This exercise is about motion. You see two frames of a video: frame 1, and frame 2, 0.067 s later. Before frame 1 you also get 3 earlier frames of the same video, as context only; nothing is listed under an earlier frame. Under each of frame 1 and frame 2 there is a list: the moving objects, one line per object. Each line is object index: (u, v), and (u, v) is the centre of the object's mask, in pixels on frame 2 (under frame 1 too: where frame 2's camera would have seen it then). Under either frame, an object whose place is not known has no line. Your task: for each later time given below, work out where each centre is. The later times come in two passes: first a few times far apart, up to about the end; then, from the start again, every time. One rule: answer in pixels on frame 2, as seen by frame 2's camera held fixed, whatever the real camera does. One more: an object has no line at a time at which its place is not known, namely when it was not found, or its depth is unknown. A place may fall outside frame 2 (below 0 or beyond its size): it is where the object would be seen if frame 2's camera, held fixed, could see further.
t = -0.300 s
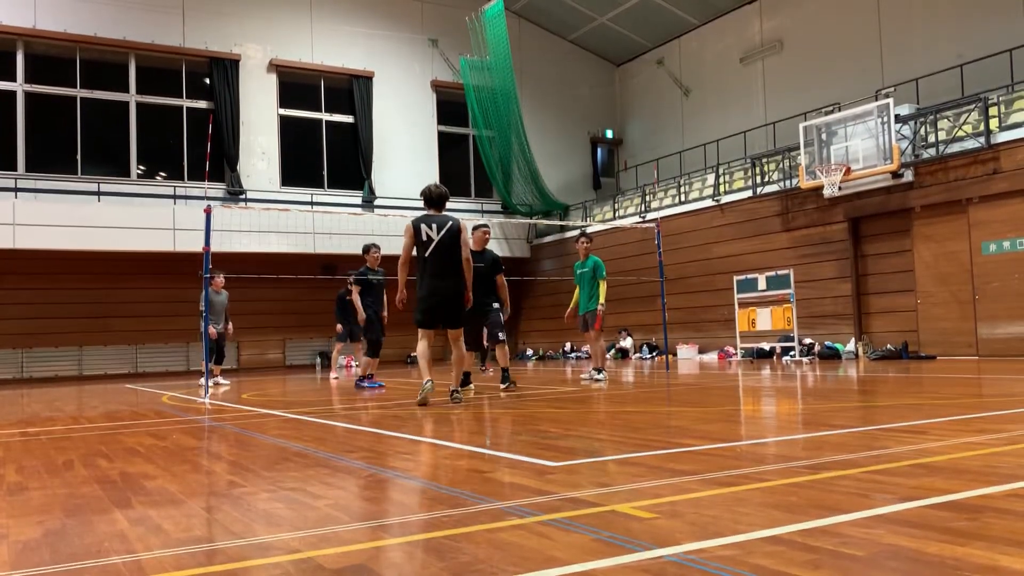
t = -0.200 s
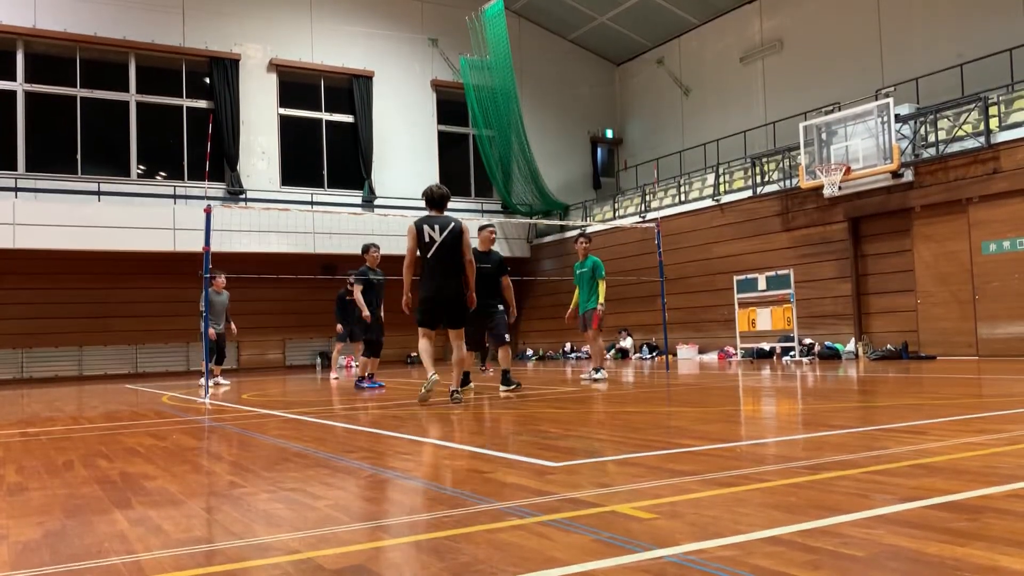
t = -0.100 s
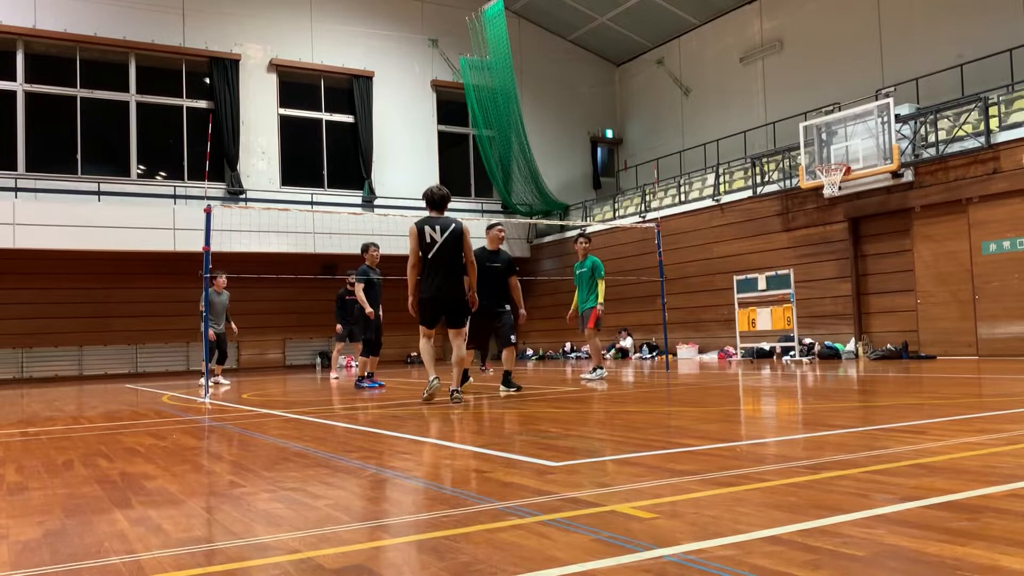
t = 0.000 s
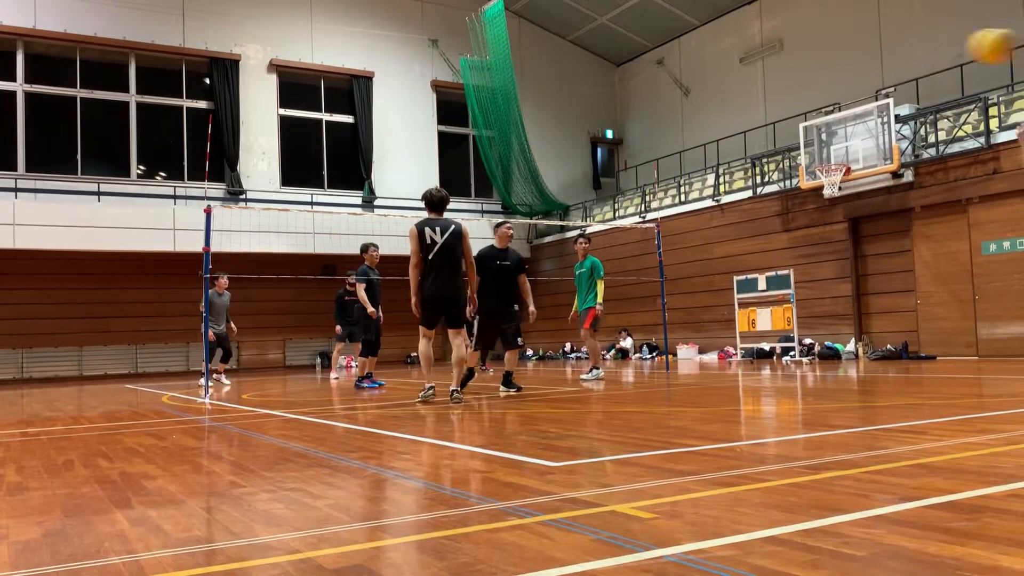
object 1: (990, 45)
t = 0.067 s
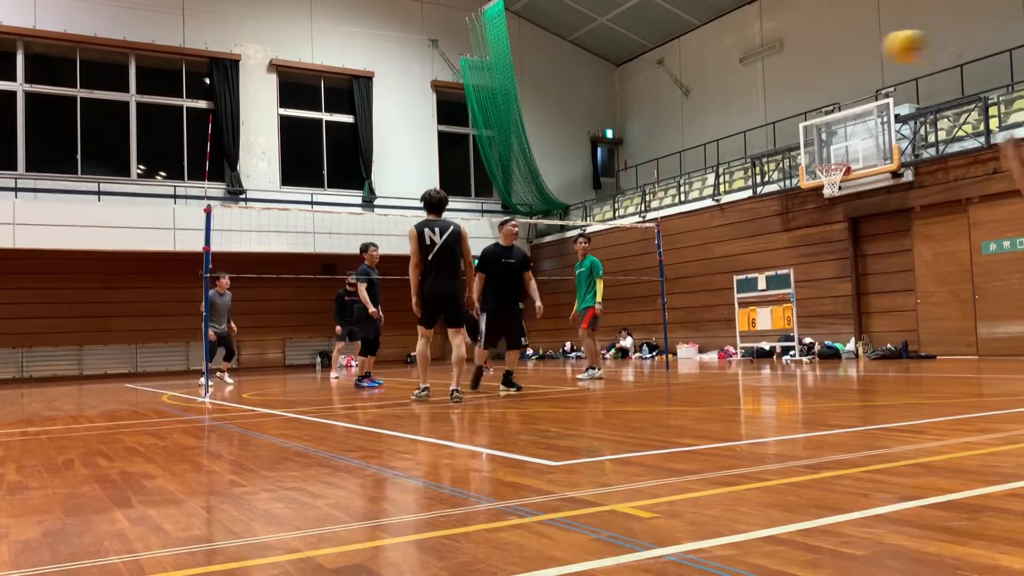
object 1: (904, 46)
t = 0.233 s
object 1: (752, 63)
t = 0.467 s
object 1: (625, 127)
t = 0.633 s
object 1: (563, 184)
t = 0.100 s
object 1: (867, 46)
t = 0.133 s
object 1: (834, 49)
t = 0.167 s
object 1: (804, 53)
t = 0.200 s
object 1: (777, 57)
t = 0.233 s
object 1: (752, 63)
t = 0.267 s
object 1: (730, 71)
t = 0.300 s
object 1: (709, 78)
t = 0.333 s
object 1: (690, 87)
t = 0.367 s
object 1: (671, 96)
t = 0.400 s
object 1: (655, 106)
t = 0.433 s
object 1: (639, 116)
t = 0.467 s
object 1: (625, 127)
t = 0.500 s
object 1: (611, 138)
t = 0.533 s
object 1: (597, 150)
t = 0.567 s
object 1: (585, 160)
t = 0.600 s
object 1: (574, 172)
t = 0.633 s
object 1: (563, 184)
